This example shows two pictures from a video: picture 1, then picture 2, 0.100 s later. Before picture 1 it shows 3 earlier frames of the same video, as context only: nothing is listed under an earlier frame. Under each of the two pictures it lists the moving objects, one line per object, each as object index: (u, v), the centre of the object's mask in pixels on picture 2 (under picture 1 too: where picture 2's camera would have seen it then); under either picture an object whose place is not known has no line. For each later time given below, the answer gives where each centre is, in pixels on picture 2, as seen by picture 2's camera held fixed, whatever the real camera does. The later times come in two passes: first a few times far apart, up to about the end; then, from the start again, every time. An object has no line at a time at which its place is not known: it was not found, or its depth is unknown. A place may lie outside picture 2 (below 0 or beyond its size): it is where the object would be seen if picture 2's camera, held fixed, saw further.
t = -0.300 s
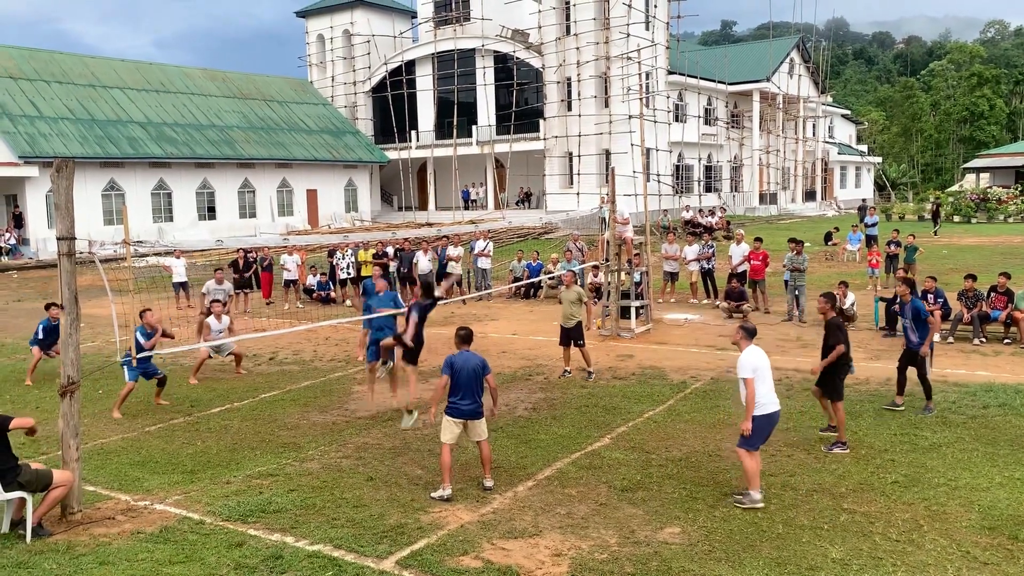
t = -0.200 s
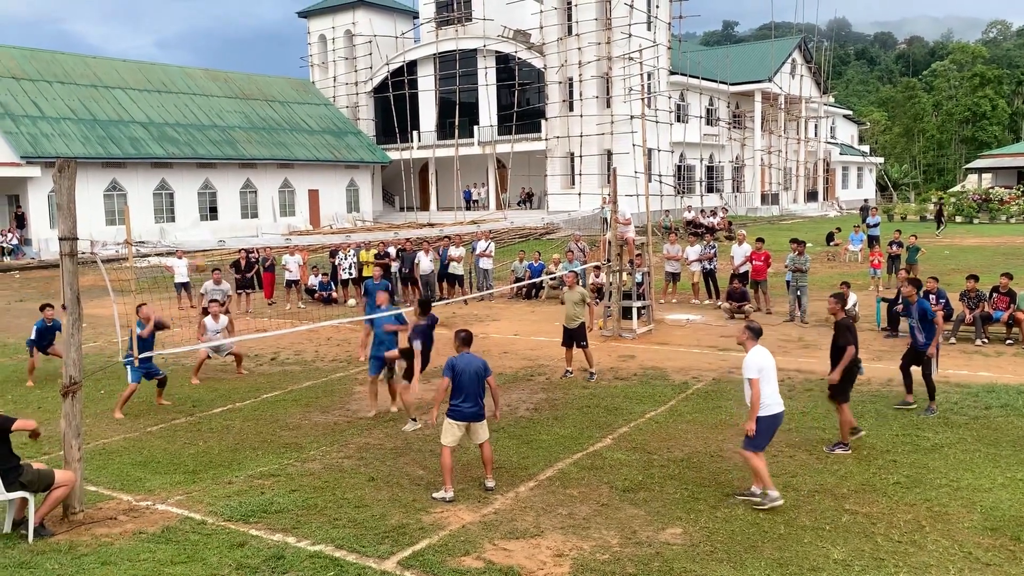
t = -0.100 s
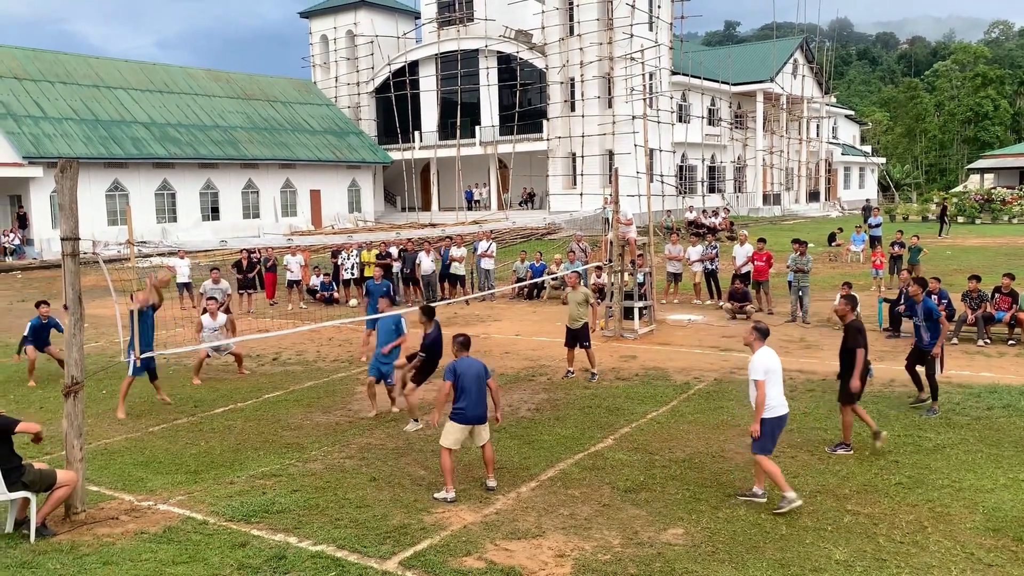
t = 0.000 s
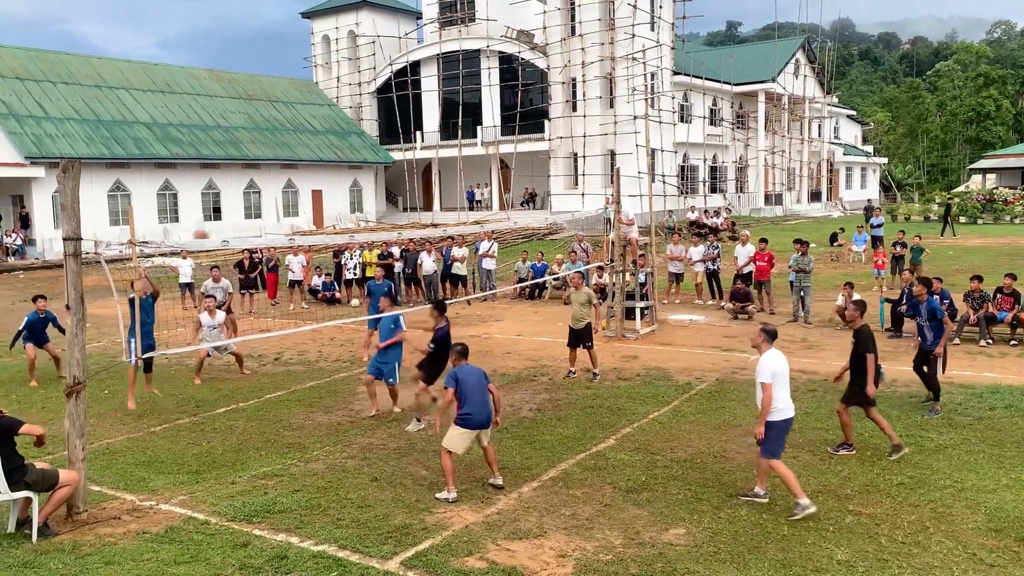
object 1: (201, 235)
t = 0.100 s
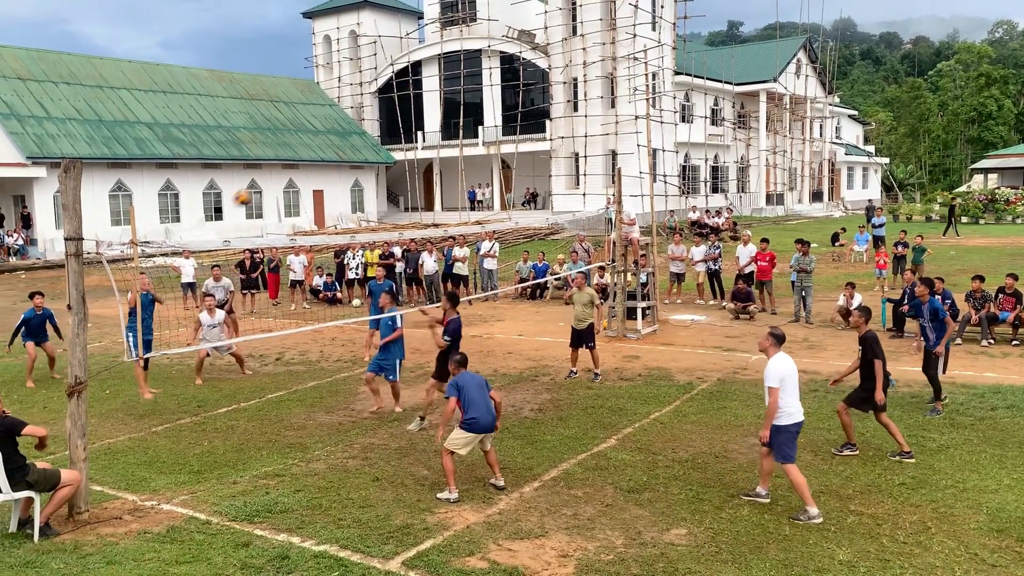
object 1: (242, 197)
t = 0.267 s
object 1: (315, 149)
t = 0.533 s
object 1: (450, 120)
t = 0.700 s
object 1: (538, 134)
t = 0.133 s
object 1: (256, 187)
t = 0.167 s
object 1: (271, 176)
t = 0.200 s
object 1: (285, 166)
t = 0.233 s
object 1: (299, 158)
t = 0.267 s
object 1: (315, 149)
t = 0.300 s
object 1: (331, 142)
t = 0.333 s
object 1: (347, 137)
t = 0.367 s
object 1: (363, 133)
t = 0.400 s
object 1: (381, 127)
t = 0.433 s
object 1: (397, 123)
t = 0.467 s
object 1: (413, 120)
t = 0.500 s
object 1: (429, 120)
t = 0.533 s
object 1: (450, 120)
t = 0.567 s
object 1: (465, 119)
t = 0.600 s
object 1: (483, 121)
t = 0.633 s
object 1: (504, 125)
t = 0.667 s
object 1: (521, 128)
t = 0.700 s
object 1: (538, 134)
